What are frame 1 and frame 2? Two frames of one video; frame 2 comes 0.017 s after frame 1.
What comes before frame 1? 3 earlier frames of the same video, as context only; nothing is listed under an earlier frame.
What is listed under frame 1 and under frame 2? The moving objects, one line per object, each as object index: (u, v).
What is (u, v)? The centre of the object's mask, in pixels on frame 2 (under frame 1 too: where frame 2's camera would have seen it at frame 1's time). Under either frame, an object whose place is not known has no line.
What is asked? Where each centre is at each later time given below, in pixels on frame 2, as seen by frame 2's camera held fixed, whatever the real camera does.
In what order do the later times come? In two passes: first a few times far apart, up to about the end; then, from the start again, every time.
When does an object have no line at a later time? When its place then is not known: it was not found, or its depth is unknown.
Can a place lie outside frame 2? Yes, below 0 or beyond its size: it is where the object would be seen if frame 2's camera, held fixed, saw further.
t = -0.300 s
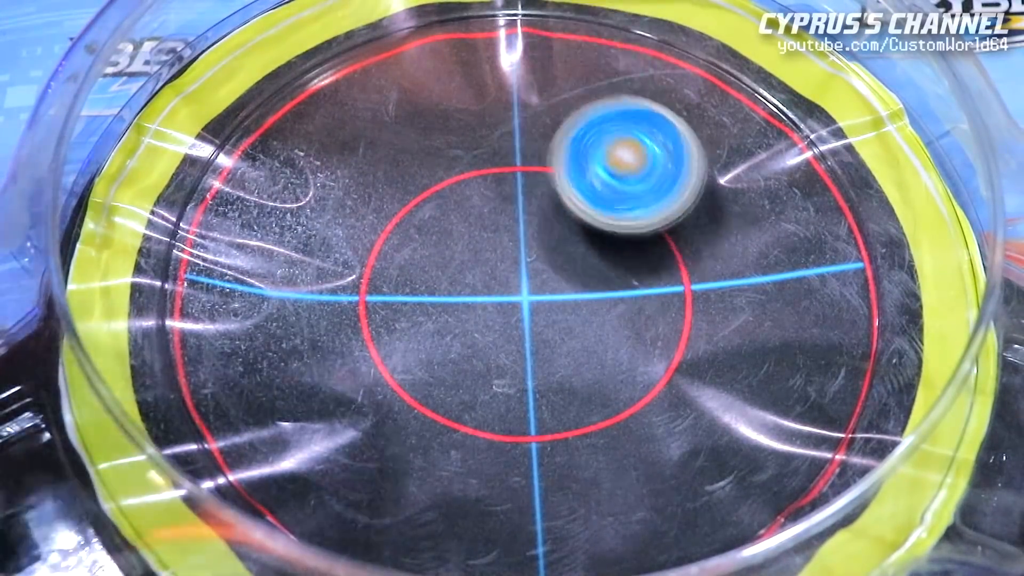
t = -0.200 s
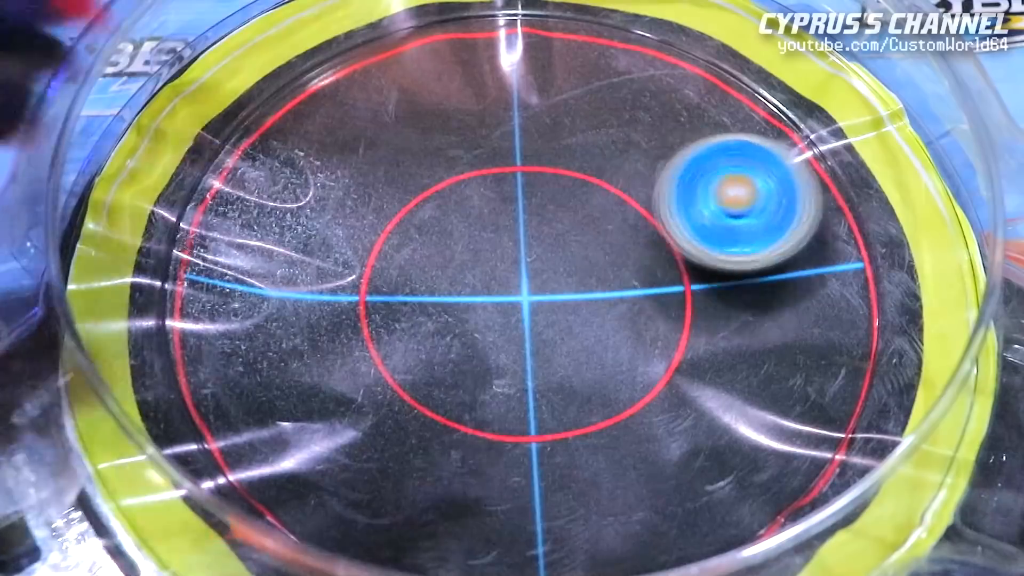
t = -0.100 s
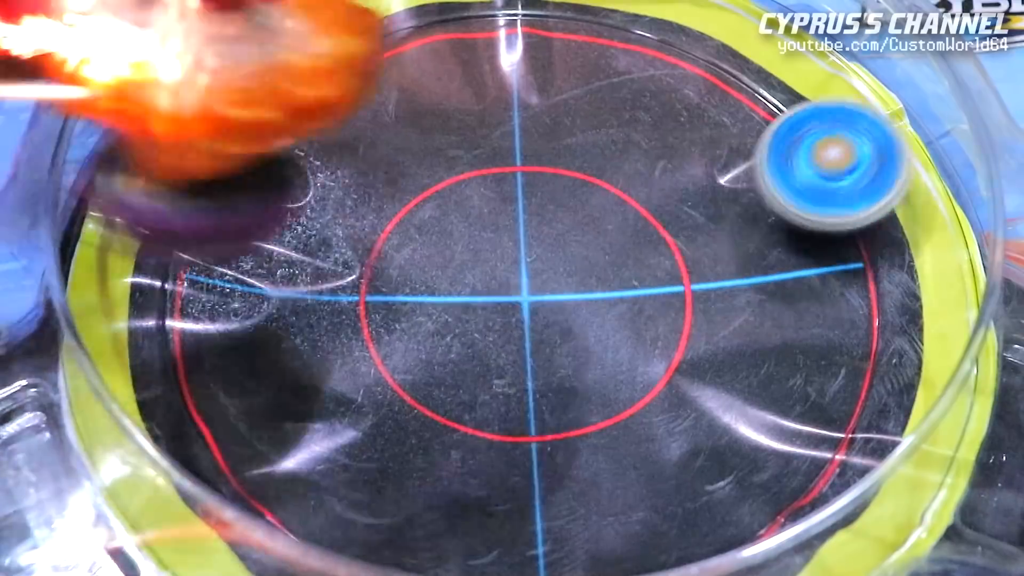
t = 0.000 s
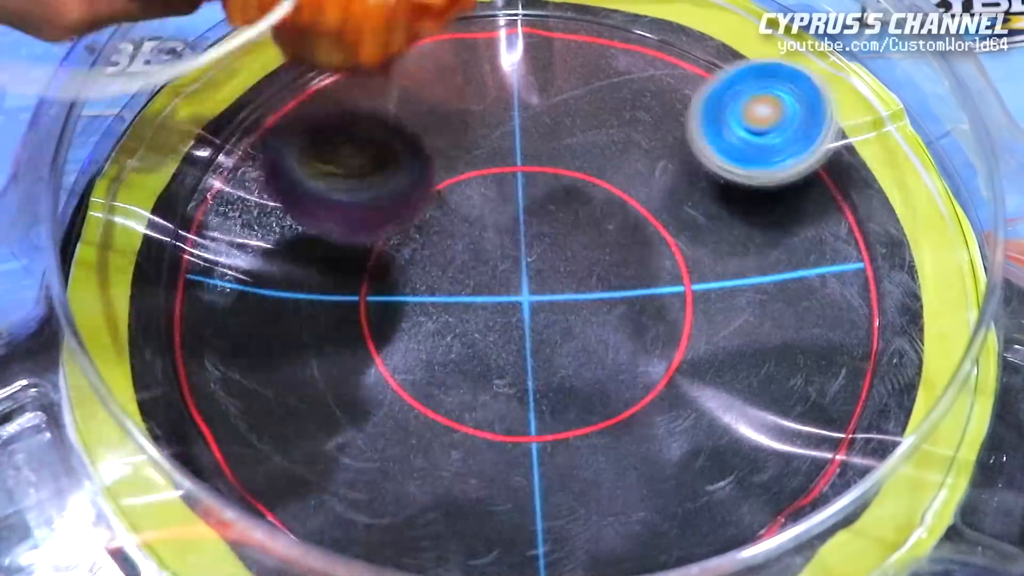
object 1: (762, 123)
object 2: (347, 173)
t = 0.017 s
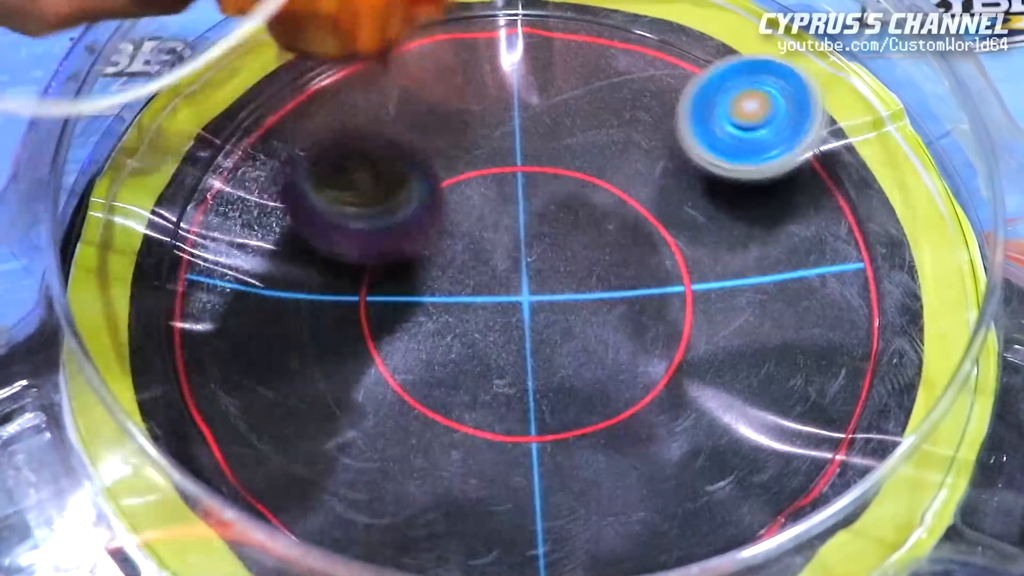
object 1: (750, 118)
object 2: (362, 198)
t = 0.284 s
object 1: (772, 237)
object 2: (436, 160)
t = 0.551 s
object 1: (813, 214)
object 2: (363, 225)
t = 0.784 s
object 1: (638, 348)
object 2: (450, 292)
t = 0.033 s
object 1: (740, 115)
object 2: (375, 203)
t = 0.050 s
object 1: (730, 113)
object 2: (391, 189)
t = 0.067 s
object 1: (718, 113)
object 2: (411, 178)
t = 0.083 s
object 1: (708, 116)
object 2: (429, 174)
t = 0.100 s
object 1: (696, 122)
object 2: (446, 174)
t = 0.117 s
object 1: (687, 129)
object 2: (464, 180)
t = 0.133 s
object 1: (677, 139)
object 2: (483, 180)
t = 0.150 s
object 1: (669, 150)
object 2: (502, 172)
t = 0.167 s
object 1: (672, 162)
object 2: (513, 161)
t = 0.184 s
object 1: (691, 172)
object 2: (503, 152)
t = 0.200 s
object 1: (708, 186)
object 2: (490, 147)
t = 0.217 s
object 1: (725, 199)
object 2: (477, 148)
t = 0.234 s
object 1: (737, 209)
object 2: (464, 154)
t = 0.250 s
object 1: (749, 218)
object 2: (454, 163)
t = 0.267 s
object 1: (761, 229)
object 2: (446, 161)
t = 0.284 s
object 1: (772, 237)
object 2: (436, 160)
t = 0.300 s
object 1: (782, 243)
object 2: (427, 162)
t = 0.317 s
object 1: (791, 248)
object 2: (419, 162)
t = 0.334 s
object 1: (801, 252)
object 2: (411, 164)
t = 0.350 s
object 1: (811, 256)
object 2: (404, 166)
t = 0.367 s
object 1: (821, 257)
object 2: (396, 169)
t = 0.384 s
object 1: (829, 258)
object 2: (389, 172)
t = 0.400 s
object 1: (836, 257)
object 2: (384, 175)
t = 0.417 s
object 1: (844, 254)
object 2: (378, 180)
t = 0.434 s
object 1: (852, 251)
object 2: (374, 184)
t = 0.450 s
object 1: (858, 247)
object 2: (368, 189)
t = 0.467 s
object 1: (864, 241)
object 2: (366, 195)
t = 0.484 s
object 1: (859, 234)
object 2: (363, 200)
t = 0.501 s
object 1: (846, 227)
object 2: (362, 206)
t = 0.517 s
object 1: (836, 221)
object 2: (362, 213)
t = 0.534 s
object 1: (825, 217)
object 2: (362, 219)
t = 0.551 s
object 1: (813, 214)
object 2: (363, 225)
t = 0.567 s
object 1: (800, 211)
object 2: (366, 232)
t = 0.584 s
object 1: (786, 211)
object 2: (370, 238)
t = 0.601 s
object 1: (771, 214)
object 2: (374, 244)
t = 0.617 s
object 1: (754, 219)
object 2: (376, 250)
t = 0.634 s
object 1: (739, 225)
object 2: (381, 256)
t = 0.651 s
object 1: (725, 233)
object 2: (388, 261)
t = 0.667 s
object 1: (709, 245)
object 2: (395, 266)
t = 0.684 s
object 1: (694, 256)
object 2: (401, 266)
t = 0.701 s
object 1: (681, 268)
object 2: (409, 272)
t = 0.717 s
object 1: (669, 283)
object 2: (417, 279)
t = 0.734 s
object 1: (658, 299)
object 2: (426, 278)
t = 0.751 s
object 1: (649, 315)
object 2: (434, 280)
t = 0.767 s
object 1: (642, 332)
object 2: (442, 285)
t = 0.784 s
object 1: (638, 348)
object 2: (450, 292)
